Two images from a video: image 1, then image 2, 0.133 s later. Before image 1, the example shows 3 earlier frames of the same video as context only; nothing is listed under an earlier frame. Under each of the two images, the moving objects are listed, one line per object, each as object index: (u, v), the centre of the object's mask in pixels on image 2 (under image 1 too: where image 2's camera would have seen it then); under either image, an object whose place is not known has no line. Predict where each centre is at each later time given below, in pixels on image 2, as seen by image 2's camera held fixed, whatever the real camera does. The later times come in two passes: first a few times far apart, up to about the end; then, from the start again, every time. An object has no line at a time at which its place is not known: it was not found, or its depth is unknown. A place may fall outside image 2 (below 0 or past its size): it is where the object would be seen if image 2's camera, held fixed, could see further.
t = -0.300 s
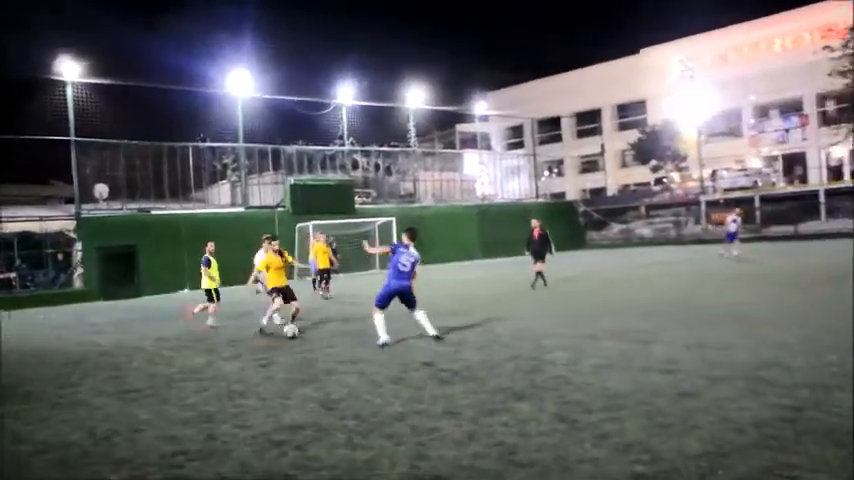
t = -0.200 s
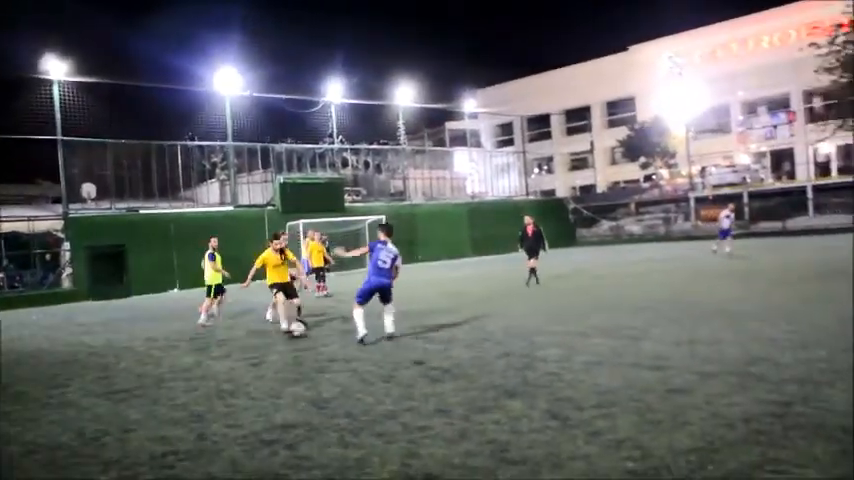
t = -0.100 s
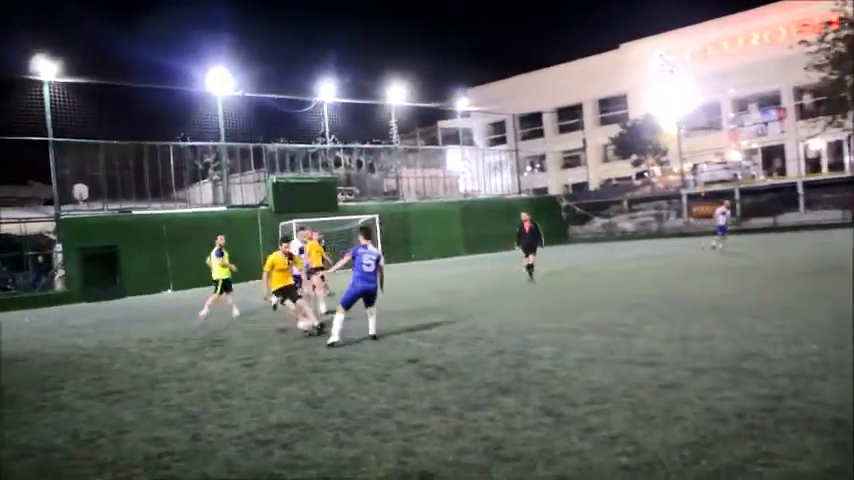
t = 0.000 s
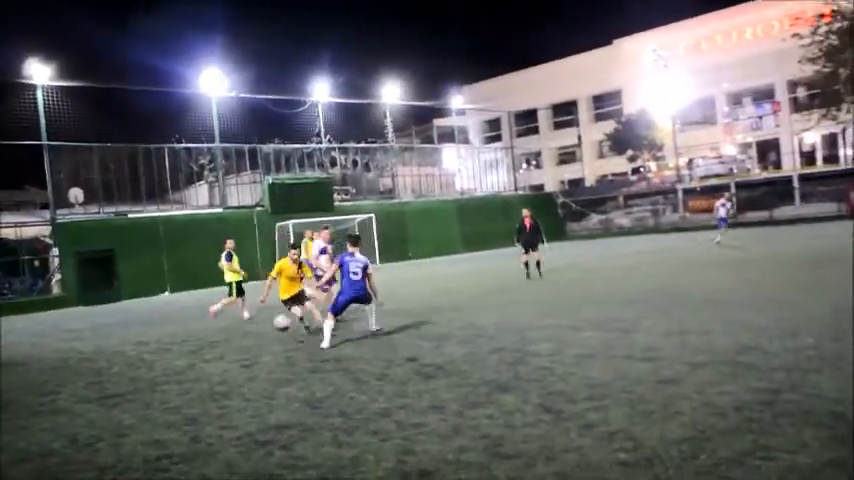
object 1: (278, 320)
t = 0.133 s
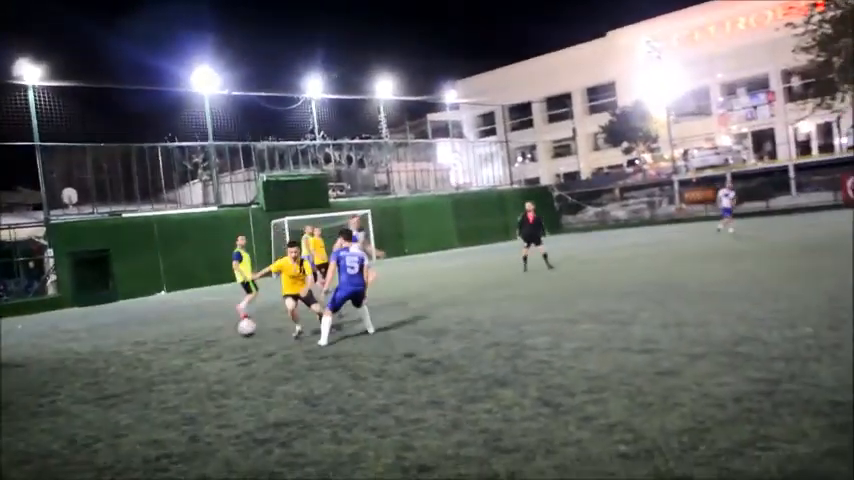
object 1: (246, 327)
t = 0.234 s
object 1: (218, 344)
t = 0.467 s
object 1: (145, 384)
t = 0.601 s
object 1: (105, 394)
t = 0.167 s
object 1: (237, 332)
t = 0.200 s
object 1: (227, 337)
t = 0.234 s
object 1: (218, 344)
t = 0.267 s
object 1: (208, 352)
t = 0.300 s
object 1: (197, 361)
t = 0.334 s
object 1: (185, 372)
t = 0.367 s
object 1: (174, 385)
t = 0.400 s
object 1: (163, 385)
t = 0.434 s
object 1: (153, 384)
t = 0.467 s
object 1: (145, 384)
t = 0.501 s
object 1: (136, 384)
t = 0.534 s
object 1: (125, 386)
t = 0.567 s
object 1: (115, 390)
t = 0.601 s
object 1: (105, 394)
